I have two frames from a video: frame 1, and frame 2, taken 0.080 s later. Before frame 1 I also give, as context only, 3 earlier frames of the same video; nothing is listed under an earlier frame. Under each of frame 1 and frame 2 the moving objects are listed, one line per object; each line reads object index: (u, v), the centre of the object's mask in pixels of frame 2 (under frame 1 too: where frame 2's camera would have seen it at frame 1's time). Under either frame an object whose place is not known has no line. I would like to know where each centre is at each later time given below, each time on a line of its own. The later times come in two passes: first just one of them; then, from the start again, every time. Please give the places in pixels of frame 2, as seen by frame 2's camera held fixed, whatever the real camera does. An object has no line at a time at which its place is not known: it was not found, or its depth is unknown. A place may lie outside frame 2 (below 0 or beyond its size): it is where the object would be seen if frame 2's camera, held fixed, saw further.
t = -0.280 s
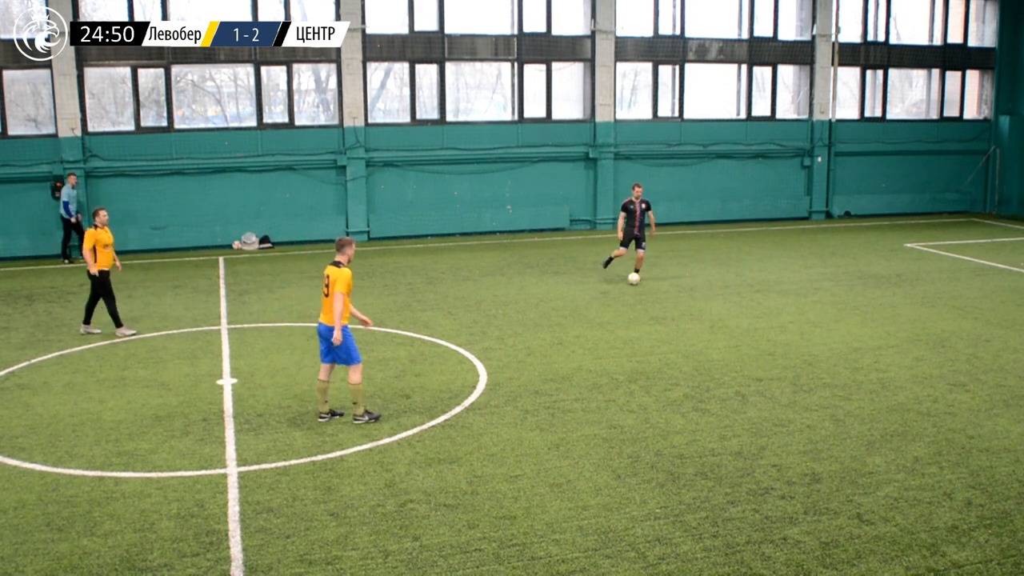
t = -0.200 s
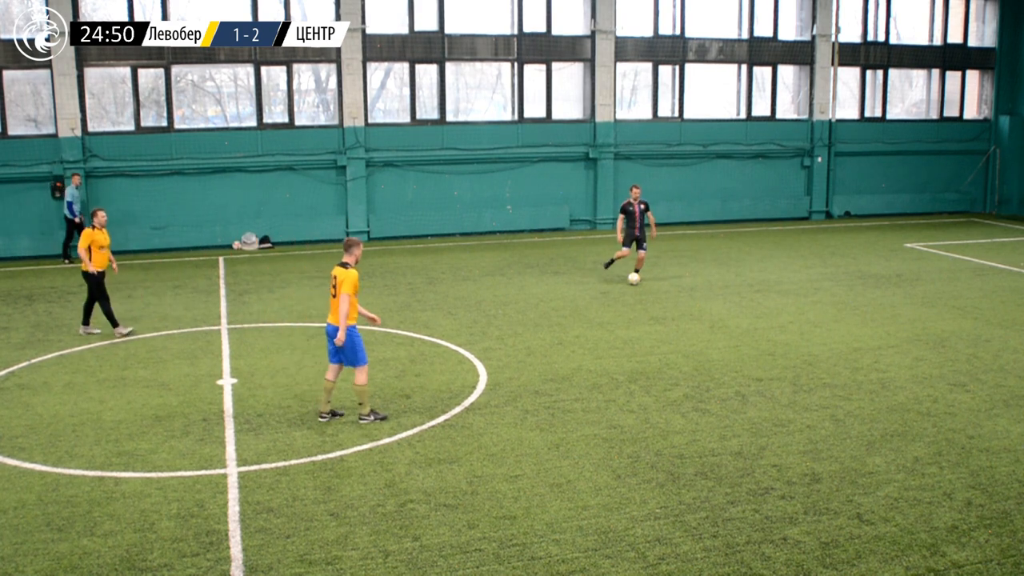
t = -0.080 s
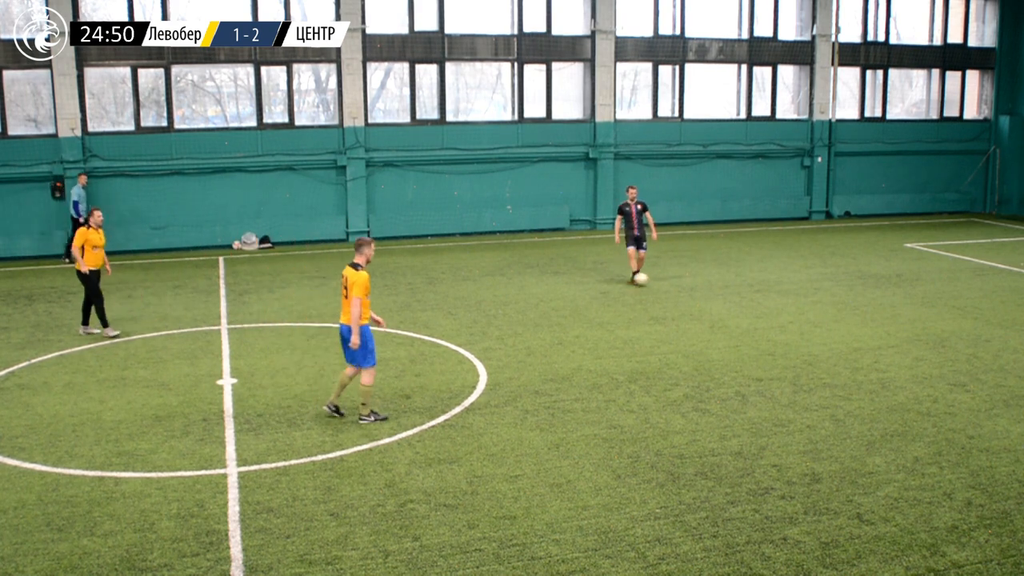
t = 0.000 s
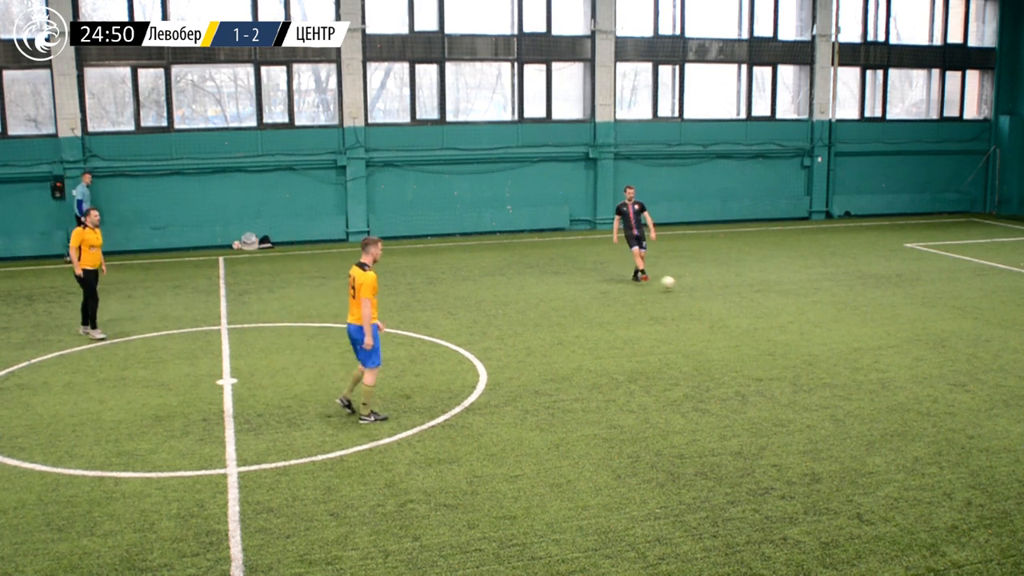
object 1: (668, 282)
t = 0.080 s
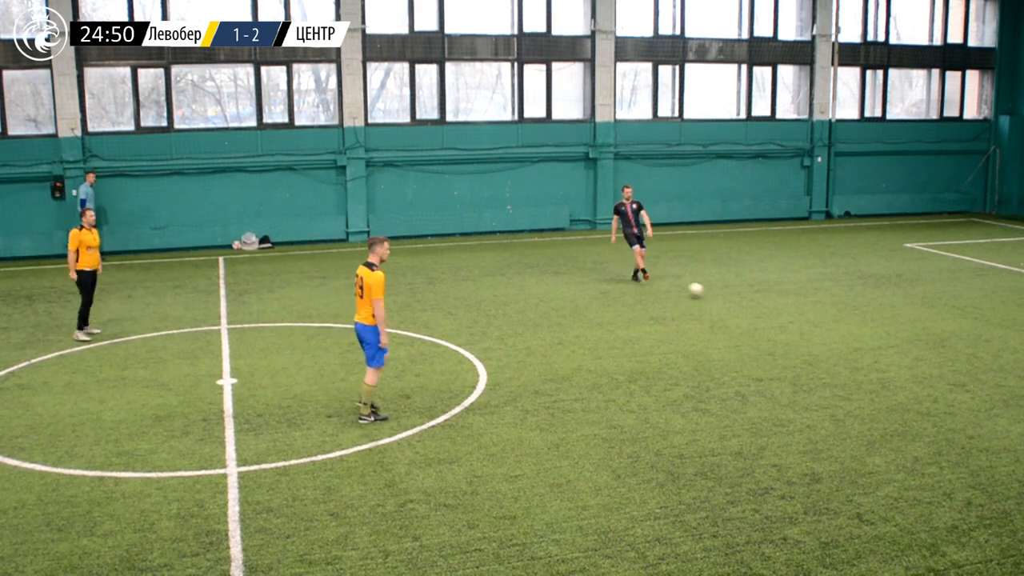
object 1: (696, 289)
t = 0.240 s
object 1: (748, 300)
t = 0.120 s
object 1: (710, 294)
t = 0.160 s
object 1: (723, 296)
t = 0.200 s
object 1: (736, 298)
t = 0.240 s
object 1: (748, 300)
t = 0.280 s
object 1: (761, 304)
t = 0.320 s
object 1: (773, 308)
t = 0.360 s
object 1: (784, 310)
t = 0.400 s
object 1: (795, 313)
